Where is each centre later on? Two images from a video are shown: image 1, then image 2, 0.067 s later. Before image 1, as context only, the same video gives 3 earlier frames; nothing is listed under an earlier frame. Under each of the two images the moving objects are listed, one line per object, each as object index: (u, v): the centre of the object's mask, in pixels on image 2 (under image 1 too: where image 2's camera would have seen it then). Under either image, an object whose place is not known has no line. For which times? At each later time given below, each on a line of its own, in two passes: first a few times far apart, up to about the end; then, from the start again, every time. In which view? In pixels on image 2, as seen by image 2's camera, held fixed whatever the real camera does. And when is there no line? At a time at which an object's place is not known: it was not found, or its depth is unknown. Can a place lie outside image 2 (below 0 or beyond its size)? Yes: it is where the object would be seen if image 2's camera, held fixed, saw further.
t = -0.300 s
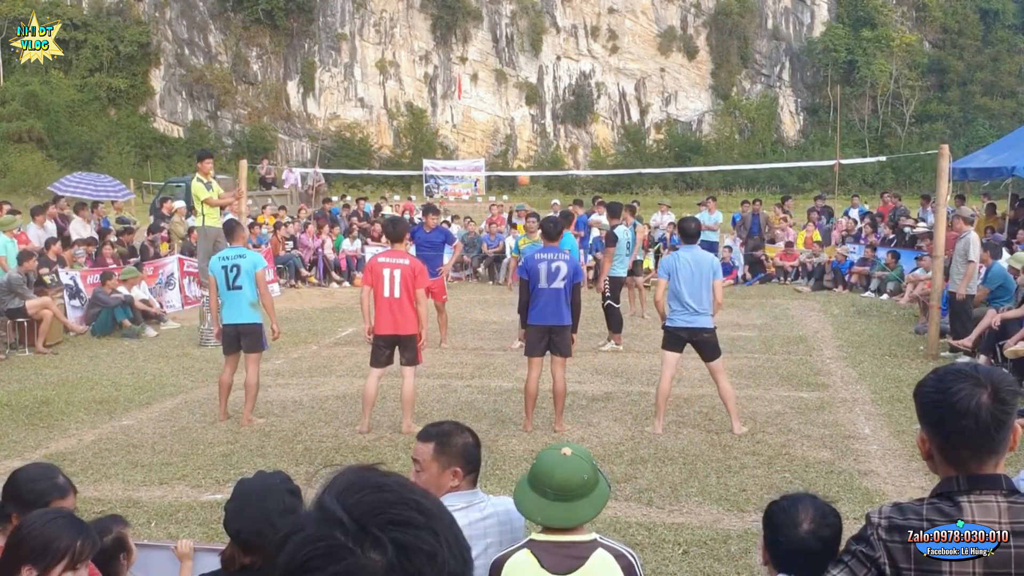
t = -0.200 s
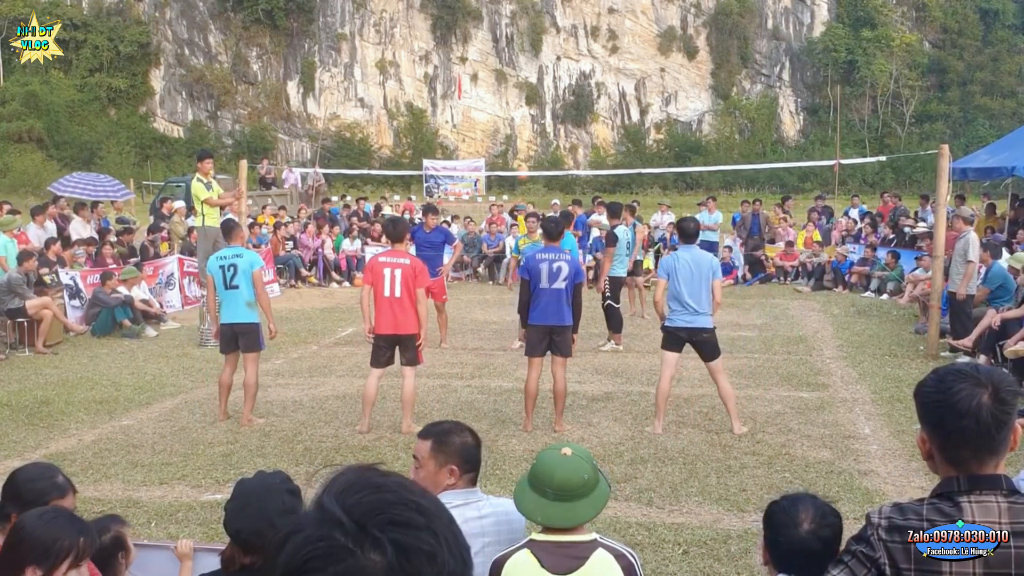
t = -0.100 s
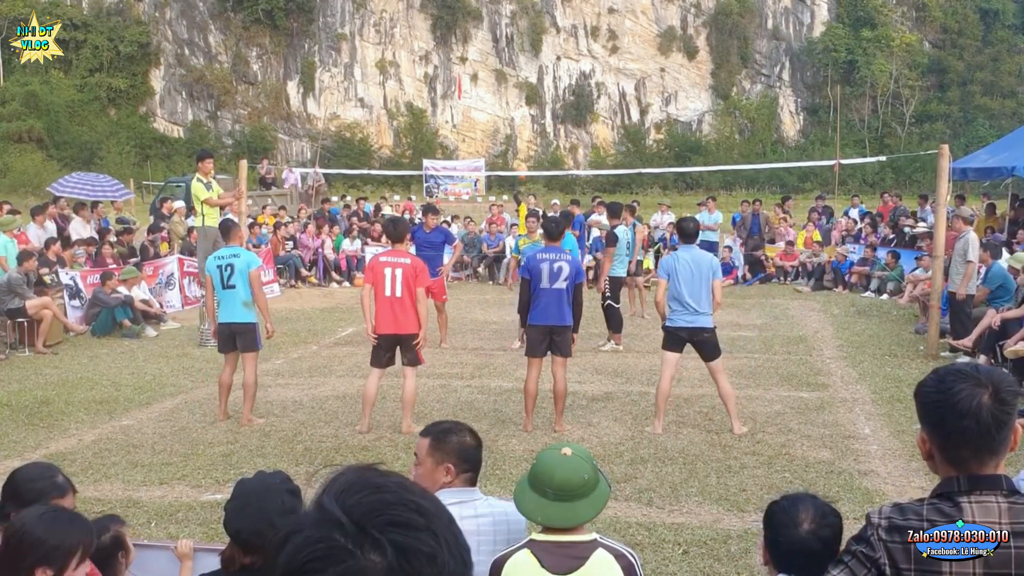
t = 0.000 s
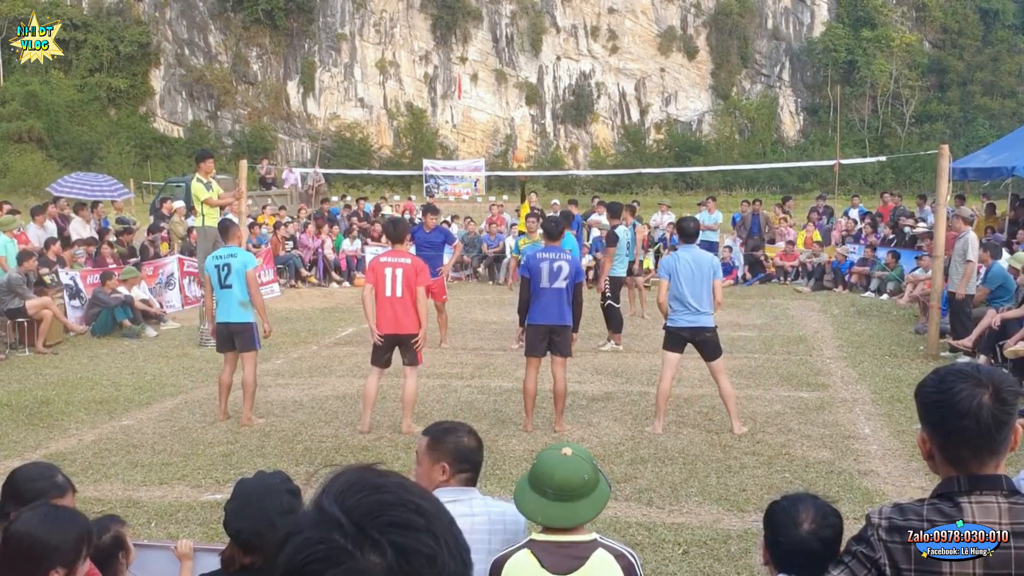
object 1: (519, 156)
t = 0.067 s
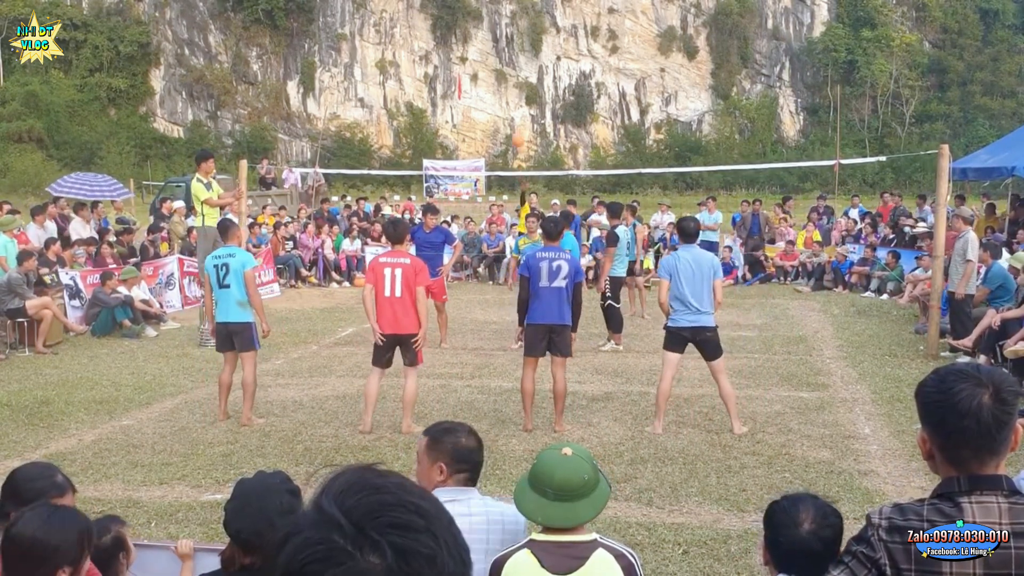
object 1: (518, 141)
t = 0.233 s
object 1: (513, 106)
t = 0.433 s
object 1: (504, 79)
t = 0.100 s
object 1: (518, 133)
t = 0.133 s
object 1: (517, 126)
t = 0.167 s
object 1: (515, 119)
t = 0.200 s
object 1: (514, 112)
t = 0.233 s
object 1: (513, 106)
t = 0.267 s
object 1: (512, 100)
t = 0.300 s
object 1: (511, 95)
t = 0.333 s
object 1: (509, 90)
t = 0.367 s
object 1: (507, 86)
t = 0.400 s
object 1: (505, 82)
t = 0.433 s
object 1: (504, 79)
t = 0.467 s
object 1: (502, 77)
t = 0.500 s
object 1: (499, 76)
